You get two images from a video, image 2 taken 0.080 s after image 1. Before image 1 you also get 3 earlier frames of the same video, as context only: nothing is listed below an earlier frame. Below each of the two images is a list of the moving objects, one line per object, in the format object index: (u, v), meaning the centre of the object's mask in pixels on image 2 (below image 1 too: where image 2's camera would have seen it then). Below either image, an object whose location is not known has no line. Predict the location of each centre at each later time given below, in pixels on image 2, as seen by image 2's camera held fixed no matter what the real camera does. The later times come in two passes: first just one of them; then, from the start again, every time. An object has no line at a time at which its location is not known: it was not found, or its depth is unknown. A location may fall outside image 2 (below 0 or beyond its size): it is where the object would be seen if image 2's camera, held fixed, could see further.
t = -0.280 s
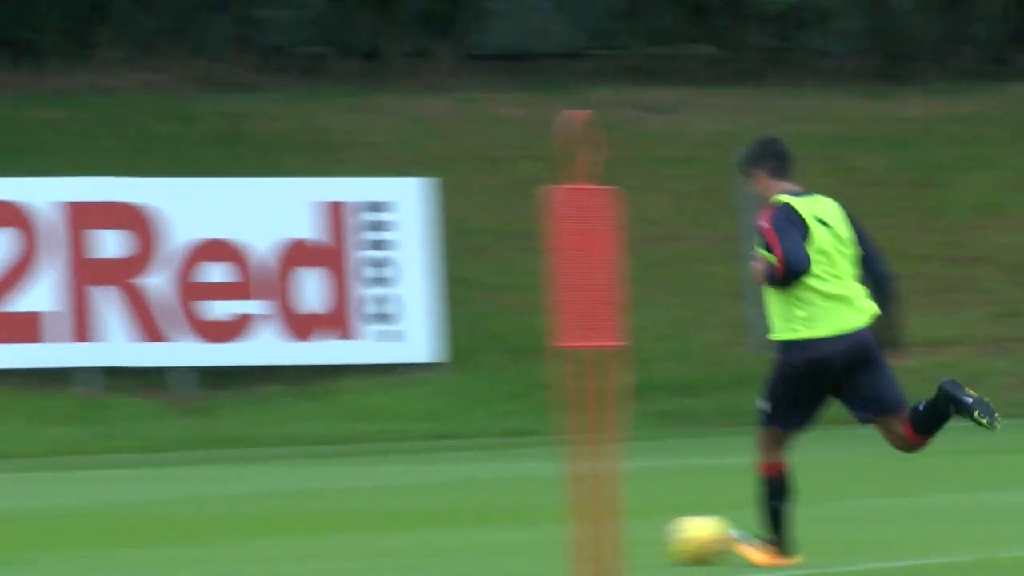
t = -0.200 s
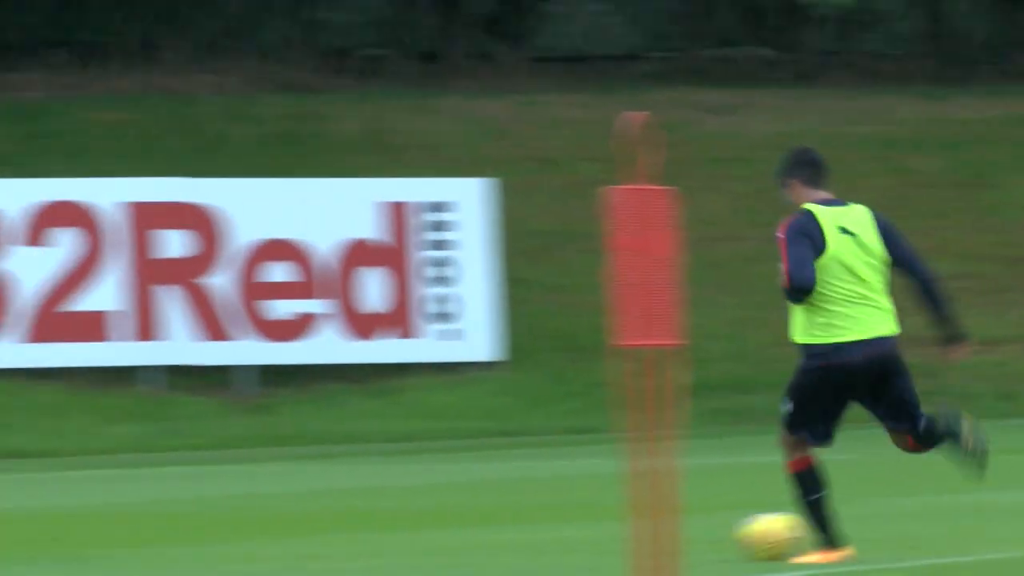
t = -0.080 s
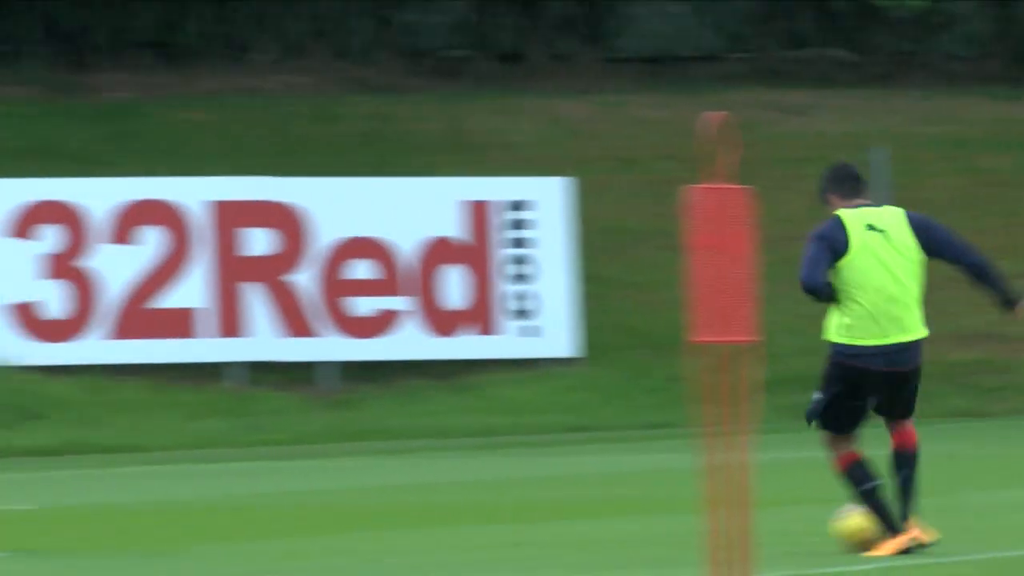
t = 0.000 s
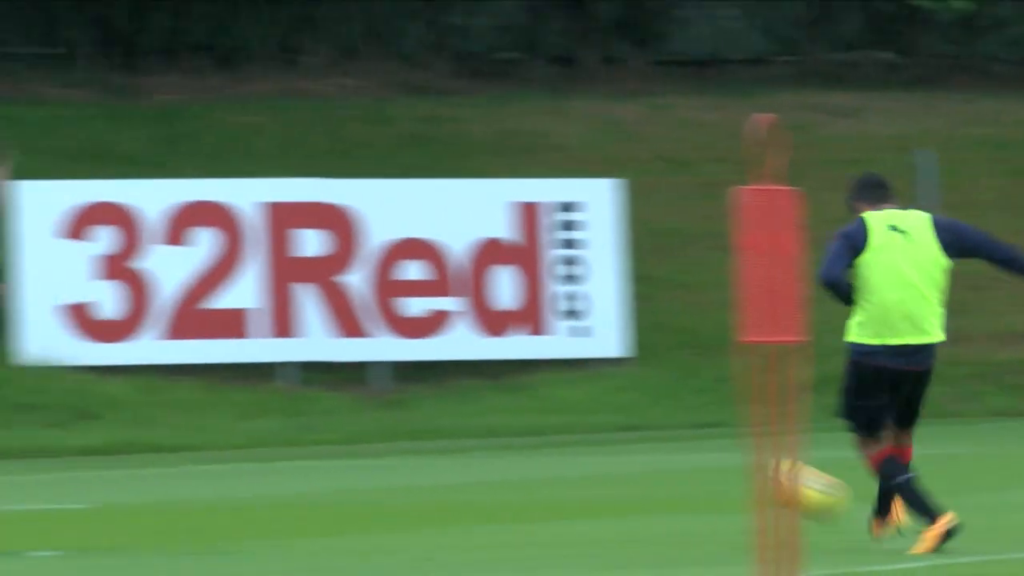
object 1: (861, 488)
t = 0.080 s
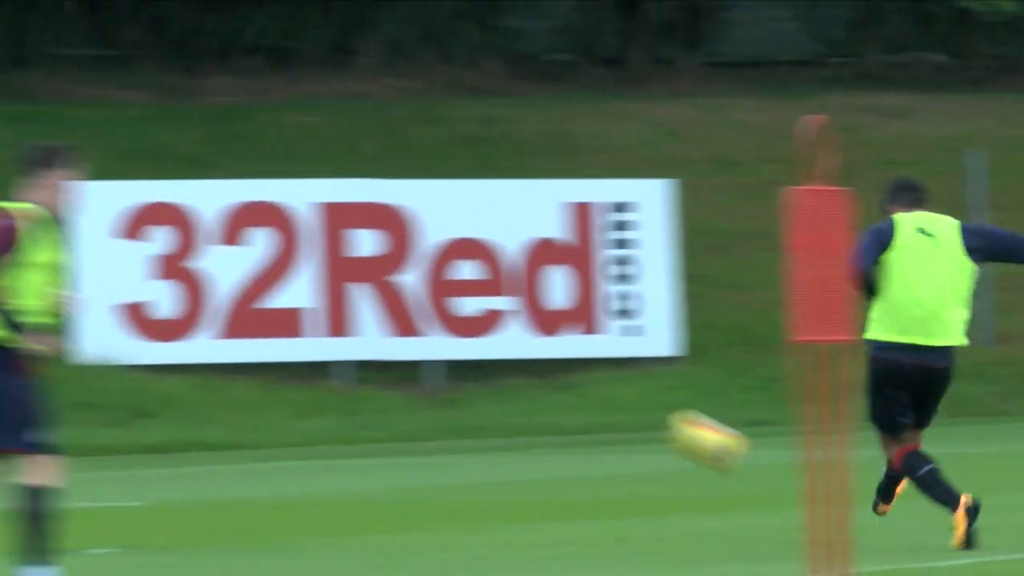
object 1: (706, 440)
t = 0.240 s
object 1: (423, 360)
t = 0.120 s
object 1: (632, 417)
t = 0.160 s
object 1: (561, 398)
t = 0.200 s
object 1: (492, 377)
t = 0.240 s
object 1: (423, 360)
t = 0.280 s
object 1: (351, 340)
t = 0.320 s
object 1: (279, 321)
